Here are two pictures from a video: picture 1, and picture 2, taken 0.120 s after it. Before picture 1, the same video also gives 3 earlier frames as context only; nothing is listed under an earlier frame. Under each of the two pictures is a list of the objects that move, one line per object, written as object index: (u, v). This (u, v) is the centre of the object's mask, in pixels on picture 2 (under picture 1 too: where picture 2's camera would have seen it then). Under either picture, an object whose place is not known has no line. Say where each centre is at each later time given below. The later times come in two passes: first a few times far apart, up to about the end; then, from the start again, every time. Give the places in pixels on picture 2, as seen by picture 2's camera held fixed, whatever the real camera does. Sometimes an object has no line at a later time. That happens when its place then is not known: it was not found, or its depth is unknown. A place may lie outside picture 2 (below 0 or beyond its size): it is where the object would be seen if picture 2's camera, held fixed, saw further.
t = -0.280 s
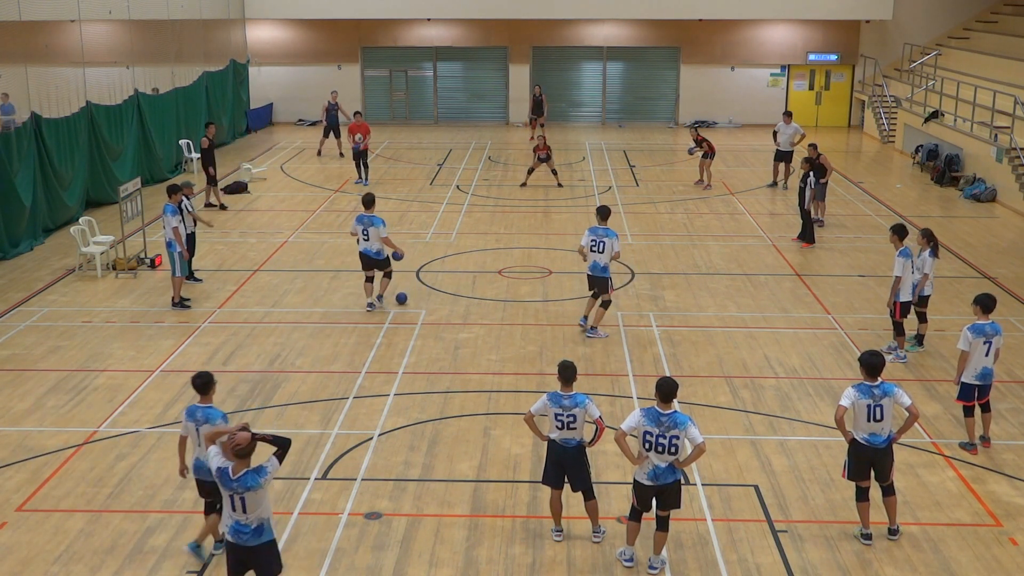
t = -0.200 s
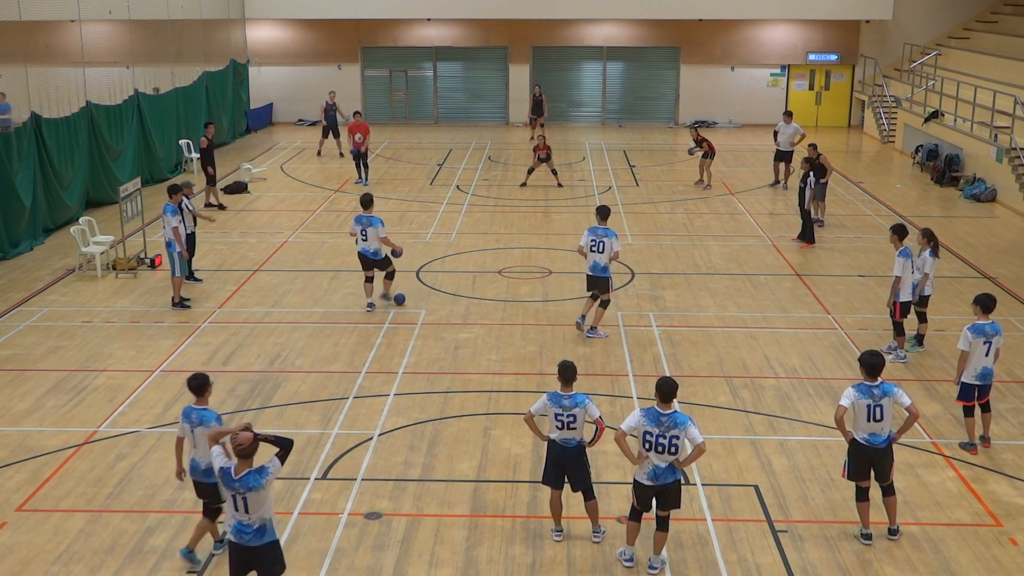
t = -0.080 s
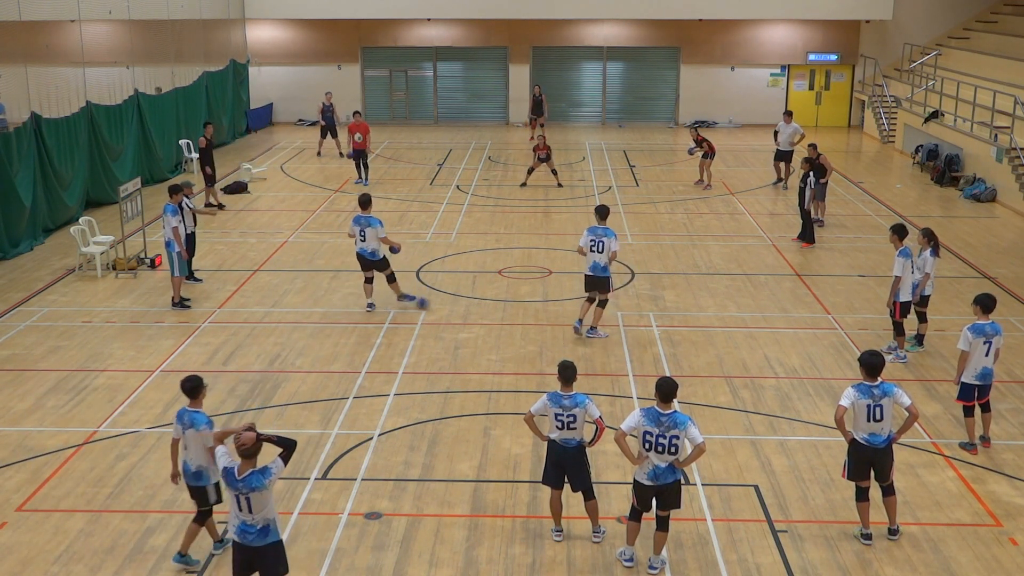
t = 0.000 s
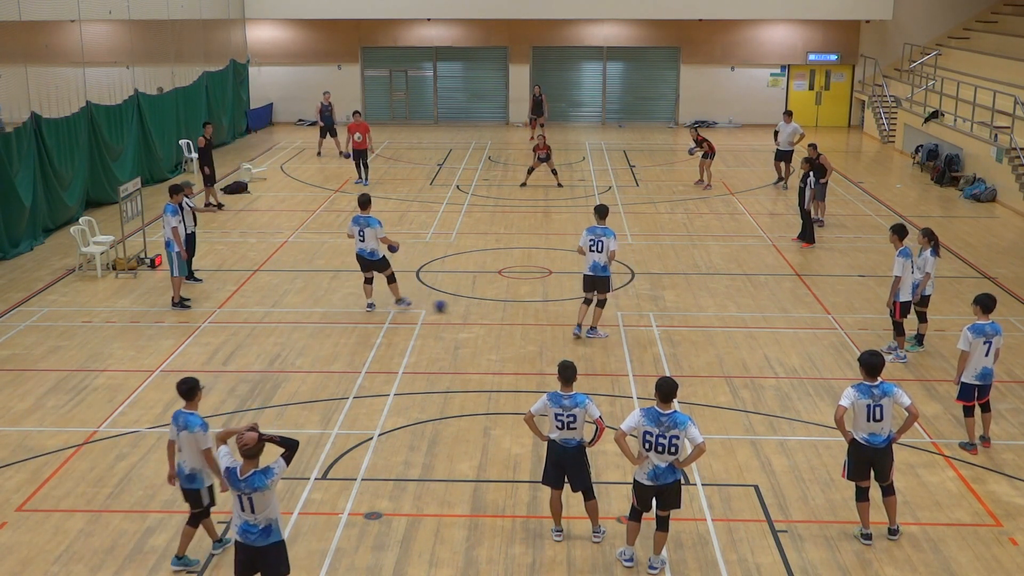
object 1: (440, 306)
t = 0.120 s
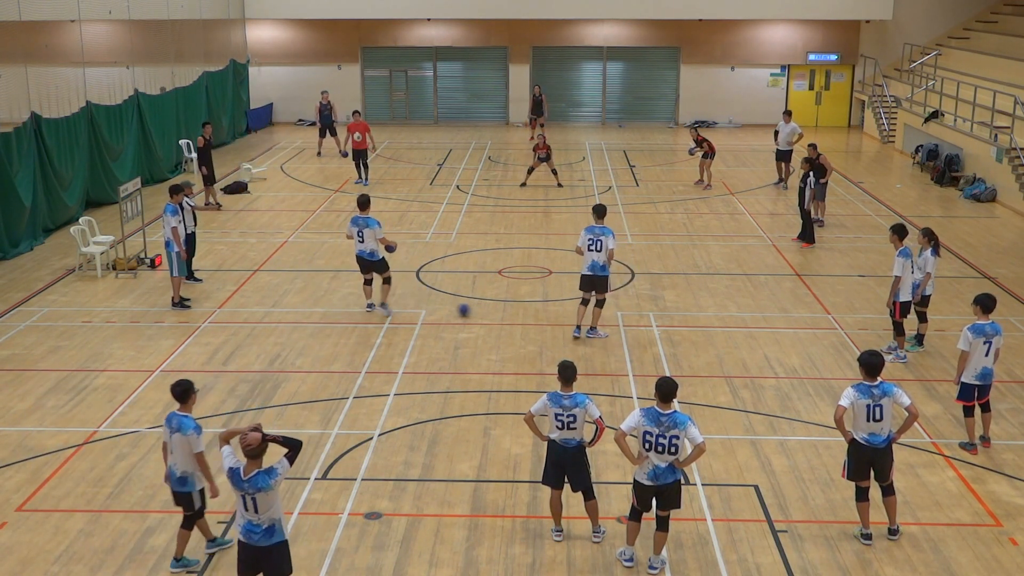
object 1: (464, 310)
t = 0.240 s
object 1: (486, 314)
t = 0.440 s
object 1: (524, 320)
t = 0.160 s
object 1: (471, 311)
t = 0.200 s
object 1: (479, 313)
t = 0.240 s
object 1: (486, 314)
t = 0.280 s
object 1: (494, 315)
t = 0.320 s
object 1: (502, 316)
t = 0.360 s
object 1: (509, 318)
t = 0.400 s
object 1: (516, 318)
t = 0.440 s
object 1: (524, 320)
